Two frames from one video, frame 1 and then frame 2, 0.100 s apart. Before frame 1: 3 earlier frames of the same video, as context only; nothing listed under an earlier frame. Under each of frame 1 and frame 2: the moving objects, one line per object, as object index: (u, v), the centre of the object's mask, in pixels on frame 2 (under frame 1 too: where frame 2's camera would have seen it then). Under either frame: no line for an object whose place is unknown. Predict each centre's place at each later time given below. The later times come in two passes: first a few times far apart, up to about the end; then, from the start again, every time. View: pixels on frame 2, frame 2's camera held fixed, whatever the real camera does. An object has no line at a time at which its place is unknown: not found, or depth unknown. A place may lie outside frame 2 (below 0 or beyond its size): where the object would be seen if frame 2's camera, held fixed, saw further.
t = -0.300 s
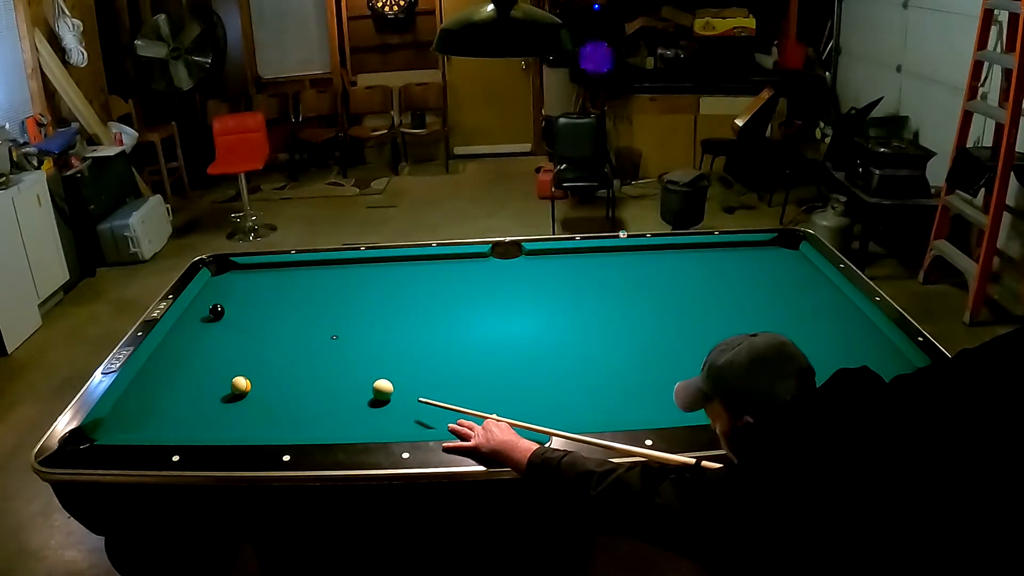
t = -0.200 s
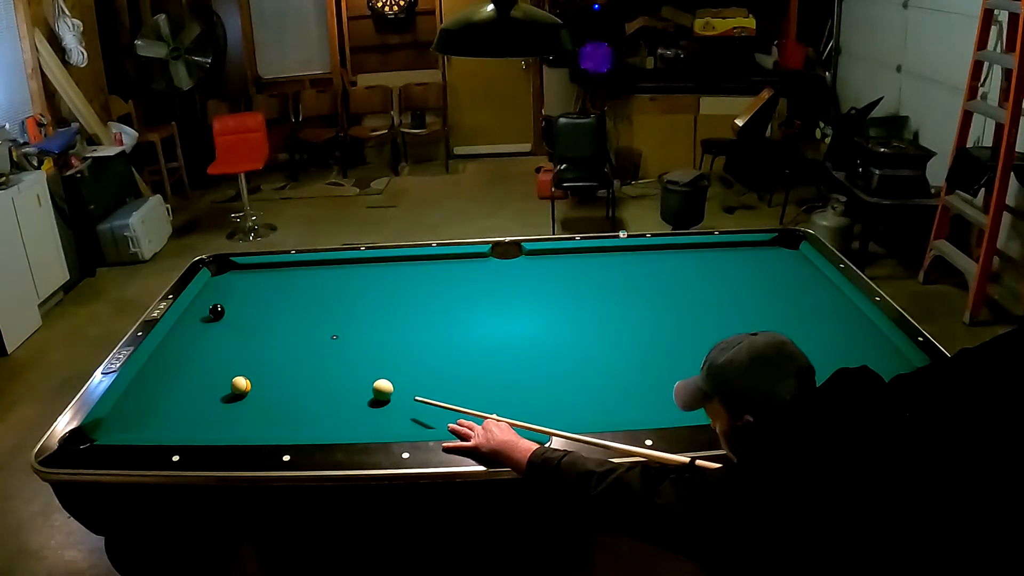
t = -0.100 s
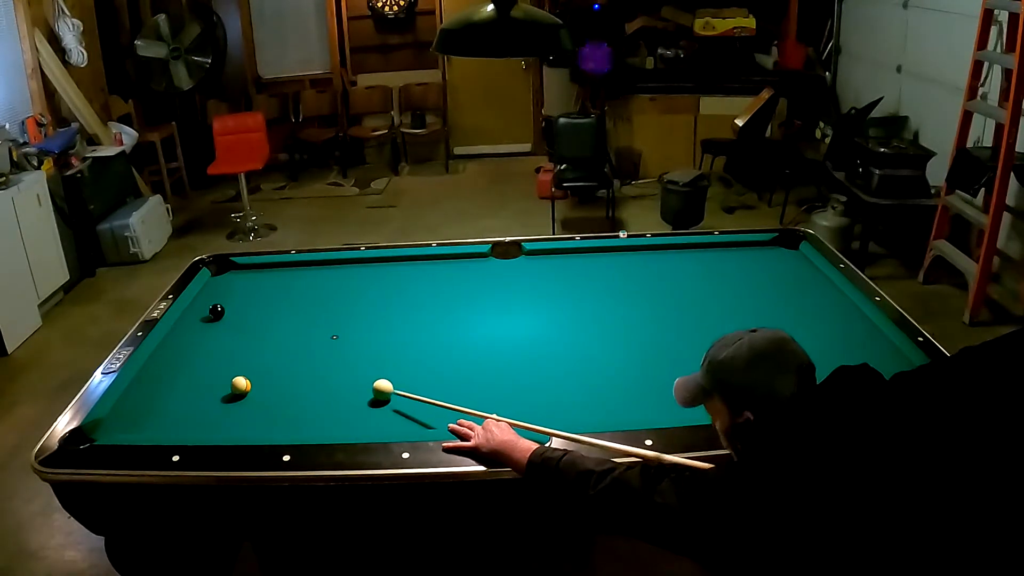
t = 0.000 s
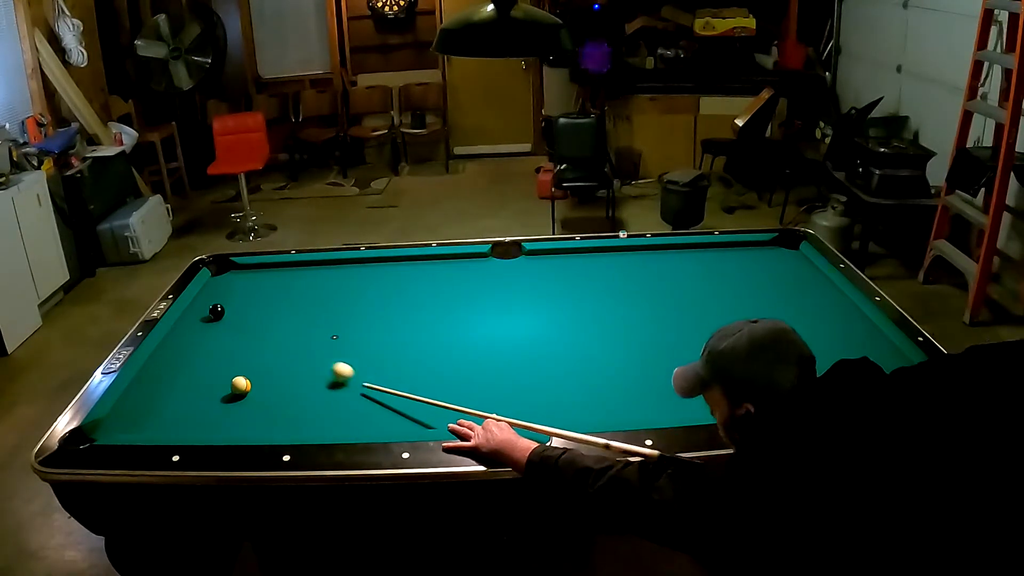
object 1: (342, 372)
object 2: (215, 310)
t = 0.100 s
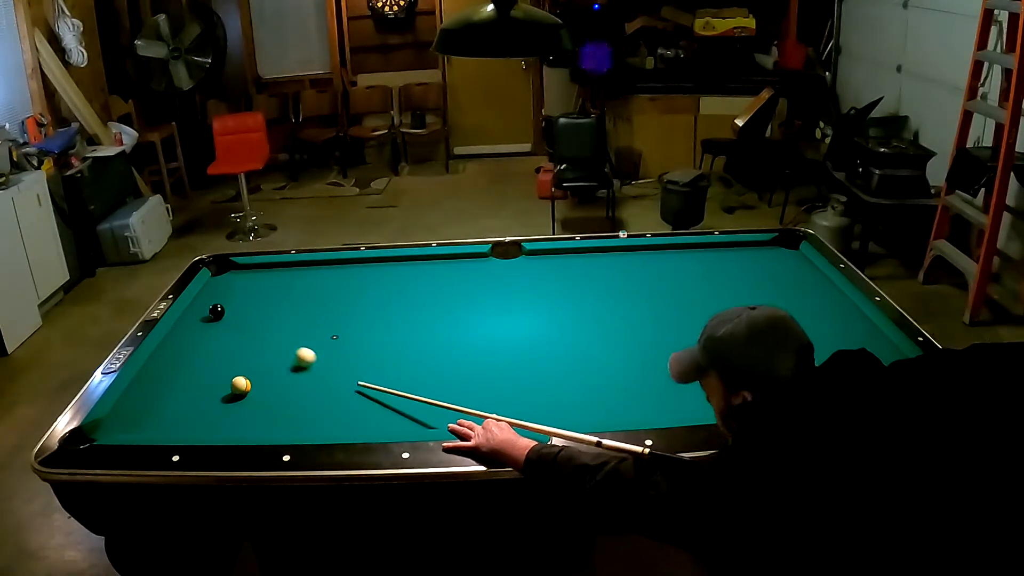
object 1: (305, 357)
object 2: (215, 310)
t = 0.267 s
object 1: (254, 336)
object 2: (215, 310)
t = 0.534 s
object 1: (188, 321)
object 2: (216, 297)
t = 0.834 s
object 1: (223, 320)
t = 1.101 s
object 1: (260, 318)
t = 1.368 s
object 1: (296, 317)
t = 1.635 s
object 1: (330, 317)
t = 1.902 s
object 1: (363, 316)
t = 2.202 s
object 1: (398, 315)
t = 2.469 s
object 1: (428, 315)
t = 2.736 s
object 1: (456, 314)
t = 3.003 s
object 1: (481, 314)
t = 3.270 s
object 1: (505, 313)
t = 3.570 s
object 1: (529, 313)
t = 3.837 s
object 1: (548, 312)
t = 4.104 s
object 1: (565, 311)
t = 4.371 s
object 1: (579, 310)
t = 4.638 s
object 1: (591, 309)
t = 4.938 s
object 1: (602, 309)
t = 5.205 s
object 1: (610, 309)
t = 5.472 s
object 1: (615, 309)
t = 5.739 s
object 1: (619, 309)
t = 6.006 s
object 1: (620, 309)
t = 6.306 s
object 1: (620, 309)
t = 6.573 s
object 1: (620, 309)
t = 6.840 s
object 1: (620, 309)
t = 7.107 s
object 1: (620, 309)
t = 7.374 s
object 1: (620, 309)
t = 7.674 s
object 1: (620, 309)
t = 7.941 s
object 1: (620, 309)
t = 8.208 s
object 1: (620, 309)
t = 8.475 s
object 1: (620, 309)
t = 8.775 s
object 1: (620, 309)
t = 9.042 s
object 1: (620, 309)
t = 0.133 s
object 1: (294, 352)
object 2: (215, 310)
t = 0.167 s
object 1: (284, 348)
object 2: (215, 310)
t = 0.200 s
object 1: (274, 344)
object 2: (215, 310)
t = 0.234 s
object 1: (264, 340)
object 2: (215, 310)
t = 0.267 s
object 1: (254, 336)
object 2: (215, 310)
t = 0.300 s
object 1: (245, 332)
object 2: (215, 310)
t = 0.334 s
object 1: (237, 328)
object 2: (215, 310)
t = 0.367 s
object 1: (228, 324)
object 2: (215, 310)
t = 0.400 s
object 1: (220, 320)
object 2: (215, 308)
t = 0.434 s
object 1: (212, 319)
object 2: (216, 306)
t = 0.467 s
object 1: (204, 320)
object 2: (215, 304)
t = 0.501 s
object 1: (196, 321)
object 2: (215, 300)
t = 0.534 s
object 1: (188, 321)
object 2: (216, 297)
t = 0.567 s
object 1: (184, 321)
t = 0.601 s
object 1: (190, 321)
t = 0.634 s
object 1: (195, 321)
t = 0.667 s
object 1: (200, 320)
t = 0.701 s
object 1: (205, 320)
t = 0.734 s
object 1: (209, 320)
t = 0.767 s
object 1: (214, 320)
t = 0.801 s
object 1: (218, 320)
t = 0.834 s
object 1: (223, 320)
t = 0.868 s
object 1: (228, 319)
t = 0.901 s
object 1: (233, 319)
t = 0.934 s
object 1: (238, 319)
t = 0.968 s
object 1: (242, 319)
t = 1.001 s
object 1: (247, 319)
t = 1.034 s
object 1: (251, 319)
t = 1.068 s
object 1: (256, 318)
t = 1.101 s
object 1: (260, 318)
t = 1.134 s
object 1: (265, 318)
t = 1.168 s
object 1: (269, 318)
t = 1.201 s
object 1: (274, 318)
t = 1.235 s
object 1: (278, 318)
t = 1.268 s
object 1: (283, 318)
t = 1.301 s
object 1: (287, 318)
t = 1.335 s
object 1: (291, 317)
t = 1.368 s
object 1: (296, 317)
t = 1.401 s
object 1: (300, 317)
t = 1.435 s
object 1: (305, 317)
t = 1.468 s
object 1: (309, 317)
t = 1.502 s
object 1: (313, 317)
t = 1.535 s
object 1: (317, 317)
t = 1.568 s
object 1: (322, 317)
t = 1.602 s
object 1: (326, 317)
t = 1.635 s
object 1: (330, 317)
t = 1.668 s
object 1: (334, 317)
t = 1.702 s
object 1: (338, 317)
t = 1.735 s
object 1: (342, 317)
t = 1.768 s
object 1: (347, 316)
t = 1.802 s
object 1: (351, 317)
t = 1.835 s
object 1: (355, 316)
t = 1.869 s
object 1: (359, 316)
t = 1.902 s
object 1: (363, 316)
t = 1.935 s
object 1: (367, 316)
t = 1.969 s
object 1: (371, 316)
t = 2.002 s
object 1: (375, 316)
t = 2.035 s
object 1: (379, 316)
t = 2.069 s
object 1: (383, 316)
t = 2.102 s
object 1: (387, 316)
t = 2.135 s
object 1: (391, 316)
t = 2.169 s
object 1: (394, 316)
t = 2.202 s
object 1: (398, 315)
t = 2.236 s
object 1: (402, 315)
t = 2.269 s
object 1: (406, 315)
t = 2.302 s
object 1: (410, 315)
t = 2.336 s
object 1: (413, 315)
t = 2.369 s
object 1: (417, 315)
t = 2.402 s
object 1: (421, 315)
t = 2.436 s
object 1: (424, 315)
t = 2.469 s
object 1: (428, 315)
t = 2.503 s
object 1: (432, 314)
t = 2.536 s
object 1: (435, 314)
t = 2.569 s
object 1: (438, 314)
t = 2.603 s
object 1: (442, 314)
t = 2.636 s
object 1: (445, 314)
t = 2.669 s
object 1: (449, 314)
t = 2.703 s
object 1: (452, 314)
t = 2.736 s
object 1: (456, 314)
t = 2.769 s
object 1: (459, 314)
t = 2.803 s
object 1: (462, 314)
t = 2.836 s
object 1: (465, 314)
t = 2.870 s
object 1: (469, 314)
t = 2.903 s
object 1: (472, 314)
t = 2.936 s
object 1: (475, 314)
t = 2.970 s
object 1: (478, 313)
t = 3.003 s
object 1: (481, 314)
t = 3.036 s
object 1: (484, 313)
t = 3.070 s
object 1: (487, 313)
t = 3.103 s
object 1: (490, 313)
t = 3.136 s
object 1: (493, 313)
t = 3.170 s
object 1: (496, 313)
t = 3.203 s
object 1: (499, 313)
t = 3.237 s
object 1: (502, 313)
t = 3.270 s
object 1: (505, 313)
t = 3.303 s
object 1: (508, 313)
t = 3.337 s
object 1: (510, 313)
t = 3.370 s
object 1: (513, 313)
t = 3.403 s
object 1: (516, 313)
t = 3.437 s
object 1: (519, 313)
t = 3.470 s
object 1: (521, 313)
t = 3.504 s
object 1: (524, 313)
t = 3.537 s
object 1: (526, 313)
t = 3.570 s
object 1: (529, 313)
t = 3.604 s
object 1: (532, 313)
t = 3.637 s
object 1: (534, 312)
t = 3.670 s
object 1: (536, 312)
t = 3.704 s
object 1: (539, 312)
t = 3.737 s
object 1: (541, 312)
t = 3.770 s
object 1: (543, 312)
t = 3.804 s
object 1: (546, 312)
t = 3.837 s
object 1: (548, 312)
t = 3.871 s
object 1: (550, 312)
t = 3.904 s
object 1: (552, 311)
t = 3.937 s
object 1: (555, 312)
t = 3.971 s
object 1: (557, 311)
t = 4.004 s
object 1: (559, 311)
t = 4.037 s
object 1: (561, 311)
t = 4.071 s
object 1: (563, 311)
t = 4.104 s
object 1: (565, 311)
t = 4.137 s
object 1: (567, 311)
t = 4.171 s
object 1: (569, 311)
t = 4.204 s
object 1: (570, 311)
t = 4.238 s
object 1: (572, 310)
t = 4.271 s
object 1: (574, 310)
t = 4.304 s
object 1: (576, 310)
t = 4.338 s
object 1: (577, 310)
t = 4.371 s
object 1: (579, 310)
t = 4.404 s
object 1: (581, 310)
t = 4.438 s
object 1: (582, 310)
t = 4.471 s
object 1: (584, 310)
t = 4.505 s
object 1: (585, 310)
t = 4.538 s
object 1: (587, 310)
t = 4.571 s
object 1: (588, 309)
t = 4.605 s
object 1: (590, 309)
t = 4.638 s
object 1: (591, 309)
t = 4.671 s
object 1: (593, 309)
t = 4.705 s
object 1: (594, 309)
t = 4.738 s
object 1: (595, 309)
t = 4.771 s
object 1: (596, 309)
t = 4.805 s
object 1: (598, 309)
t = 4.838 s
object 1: (599, 309)
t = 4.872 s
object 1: (600, 309)
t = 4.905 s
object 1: (601, 309)
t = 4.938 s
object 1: (602, 309)
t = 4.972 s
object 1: (603, 309)
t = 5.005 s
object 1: (605, 309)
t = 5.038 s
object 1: (606, 309)
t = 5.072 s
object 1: (607, 309)
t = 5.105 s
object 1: (608, 309)
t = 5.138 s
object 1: (608, 309)
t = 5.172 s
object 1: (609, 309)
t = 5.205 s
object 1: (610, 309)
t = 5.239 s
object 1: (611, 309)
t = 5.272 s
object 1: (612, 309)
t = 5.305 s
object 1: (613, 309)
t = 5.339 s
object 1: (613, 309)
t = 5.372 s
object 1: (614, 309)
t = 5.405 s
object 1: (614, 309)
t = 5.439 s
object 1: (615, 309)
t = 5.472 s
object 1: (615, 309)
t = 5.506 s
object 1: (616, 309)
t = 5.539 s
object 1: (616, 309)
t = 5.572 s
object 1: (617, 309)
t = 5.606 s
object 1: (617, 309)
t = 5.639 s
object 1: (618, 309)
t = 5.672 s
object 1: (618, 309)
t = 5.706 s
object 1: (619, 309)
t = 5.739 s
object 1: (619, 309)
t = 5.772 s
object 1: (619, 309)
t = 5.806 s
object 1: (619, 309)
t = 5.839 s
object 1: (619, 309)
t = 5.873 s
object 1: (620, 309)
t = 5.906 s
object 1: (620, 309)
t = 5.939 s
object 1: (620, 309)
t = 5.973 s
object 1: (620, 309)
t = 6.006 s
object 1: (620, 309)
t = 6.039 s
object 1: (620, 309)
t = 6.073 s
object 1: (620, 309)
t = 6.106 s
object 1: (620, 309)
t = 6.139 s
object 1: (620, 309)
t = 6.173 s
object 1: (620, 309)
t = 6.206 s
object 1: (620, 309)
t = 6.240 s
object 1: (620, 309)
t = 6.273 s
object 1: (620, 309)
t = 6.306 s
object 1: (620, 309)
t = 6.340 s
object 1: (620, 309)
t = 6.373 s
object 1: (620, 309)
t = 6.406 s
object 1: (620, 309)
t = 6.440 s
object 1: (620, 309)
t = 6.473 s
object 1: (620, 309)
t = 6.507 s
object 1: (620, 309)
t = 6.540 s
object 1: (620, 309)
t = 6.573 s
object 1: (620, 309)
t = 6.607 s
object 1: (620, 309)
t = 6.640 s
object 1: (620, 309)
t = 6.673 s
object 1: (620, 309)
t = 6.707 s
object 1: (620, 309)
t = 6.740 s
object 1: (620, 309)
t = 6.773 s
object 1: (620, 309)
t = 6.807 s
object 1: (620, 309)
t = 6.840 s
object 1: (620, 309)
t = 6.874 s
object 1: (620, 309)
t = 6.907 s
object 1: (620, 309)
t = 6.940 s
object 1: (620, 309)
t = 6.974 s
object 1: (620, 309)
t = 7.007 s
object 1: (620, 309)
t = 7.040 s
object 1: (620, 309)
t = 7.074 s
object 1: (620, 309)
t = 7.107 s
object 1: (620, 309)
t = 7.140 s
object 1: (620, 309)
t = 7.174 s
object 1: (620, 309)
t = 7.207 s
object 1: (620, 309)
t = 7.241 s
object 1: (620, 309)
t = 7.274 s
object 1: (620, 309)
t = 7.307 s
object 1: (620, 309)
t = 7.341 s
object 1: (620, 309)
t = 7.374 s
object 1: (620, 309)
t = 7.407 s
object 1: (620, 309)
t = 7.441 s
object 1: (620, 309)
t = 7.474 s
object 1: (620, 309)
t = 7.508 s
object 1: (620, 309)
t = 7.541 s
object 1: (620, 309)
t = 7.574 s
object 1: (620, 309)
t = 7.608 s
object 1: (620, 309)
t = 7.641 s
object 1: (620, 309)
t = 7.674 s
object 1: (620, 309)
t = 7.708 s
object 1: (620, 309)
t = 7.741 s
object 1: (620, 309)
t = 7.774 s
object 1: (620, 309)
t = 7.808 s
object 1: (620, 309)
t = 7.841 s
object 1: (620, 309)
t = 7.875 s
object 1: (620, 309)
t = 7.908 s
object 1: (620, 309)
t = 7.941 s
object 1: (620, 309)
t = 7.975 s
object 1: (620, 309)
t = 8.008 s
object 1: (620, 309)
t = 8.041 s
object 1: (620, 309)
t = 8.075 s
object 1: (620, 309)
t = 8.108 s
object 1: (620, 309)
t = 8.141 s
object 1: (620, 309)
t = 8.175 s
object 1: (620, 309)
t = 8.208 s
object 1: (620, 309)
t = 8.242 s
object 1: (620, 309)
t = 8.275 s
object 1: (620, 309)
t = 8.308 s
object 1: (620, 309)
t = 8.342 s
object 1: (620, 309)
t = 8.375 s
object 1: (620, 309)
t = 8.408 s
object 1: (620, 309)
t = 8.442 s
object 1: (620, 309)
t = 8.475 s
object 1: (620, 309)
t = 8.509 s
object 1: (620, 309)
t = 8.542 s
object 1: (620, 309)
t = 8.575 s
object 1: (620, 309)
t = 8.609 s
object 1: (620, 309)
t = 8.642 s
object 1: (620, 309)
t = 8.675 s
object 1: (620, 309)
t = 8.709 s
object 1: (620, 309)
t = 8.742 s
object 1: (620, 309)
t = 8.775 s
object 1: (620, 309)
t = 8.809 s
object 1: (620, 309)
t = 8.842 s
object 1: (620, 309)
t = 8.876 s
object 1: (620, 309)
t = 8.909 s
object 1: (620, 309)
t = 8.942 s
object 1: (620, 309)
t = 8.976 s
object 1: (620, 309)
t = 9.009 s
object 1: (620, 309)
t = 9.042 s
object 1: (620, 309)
